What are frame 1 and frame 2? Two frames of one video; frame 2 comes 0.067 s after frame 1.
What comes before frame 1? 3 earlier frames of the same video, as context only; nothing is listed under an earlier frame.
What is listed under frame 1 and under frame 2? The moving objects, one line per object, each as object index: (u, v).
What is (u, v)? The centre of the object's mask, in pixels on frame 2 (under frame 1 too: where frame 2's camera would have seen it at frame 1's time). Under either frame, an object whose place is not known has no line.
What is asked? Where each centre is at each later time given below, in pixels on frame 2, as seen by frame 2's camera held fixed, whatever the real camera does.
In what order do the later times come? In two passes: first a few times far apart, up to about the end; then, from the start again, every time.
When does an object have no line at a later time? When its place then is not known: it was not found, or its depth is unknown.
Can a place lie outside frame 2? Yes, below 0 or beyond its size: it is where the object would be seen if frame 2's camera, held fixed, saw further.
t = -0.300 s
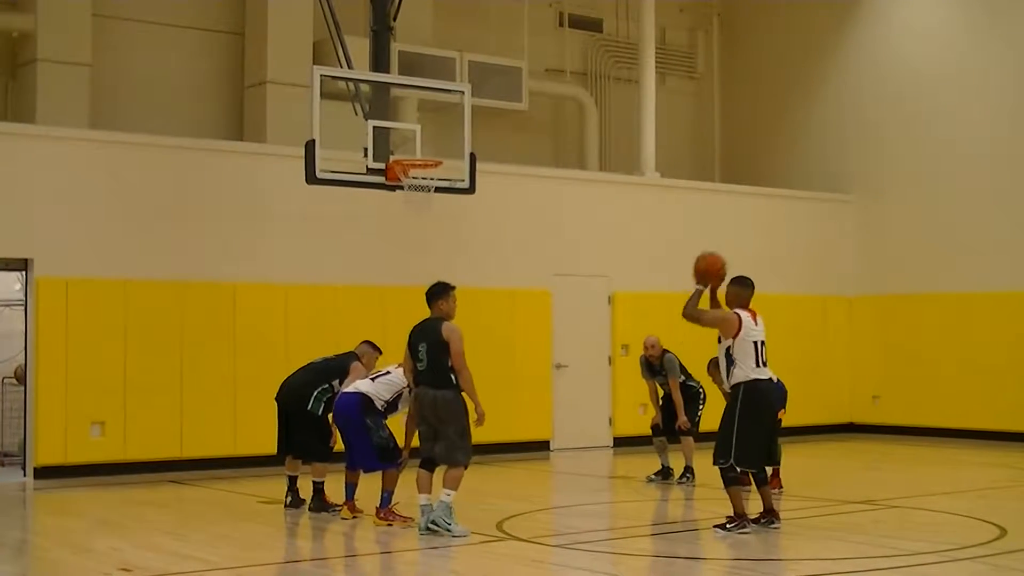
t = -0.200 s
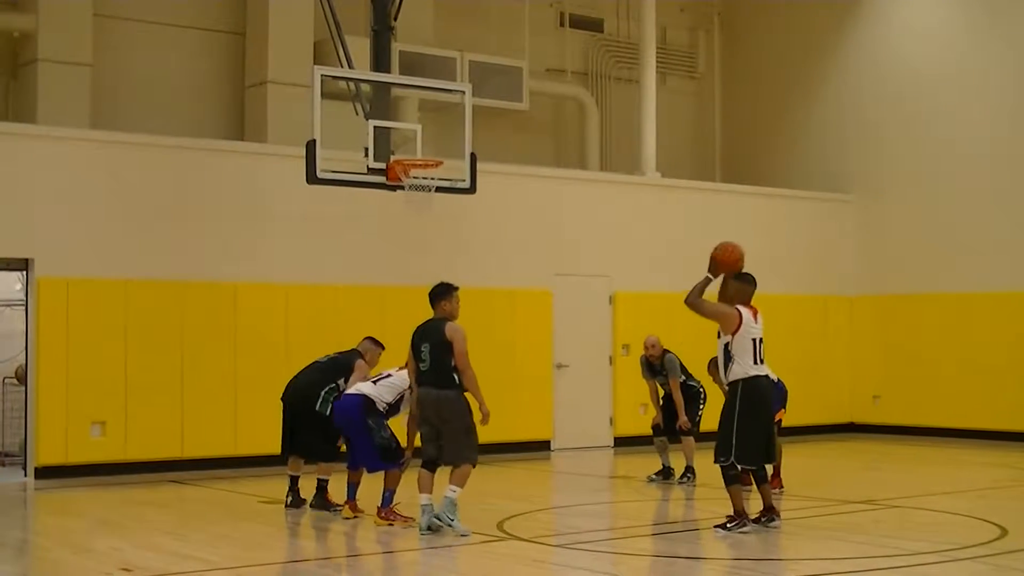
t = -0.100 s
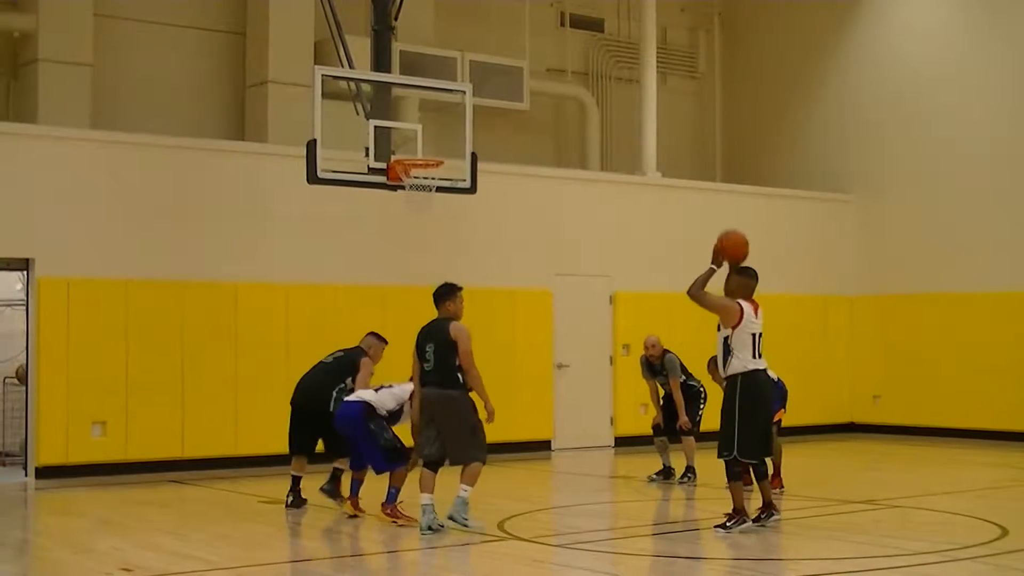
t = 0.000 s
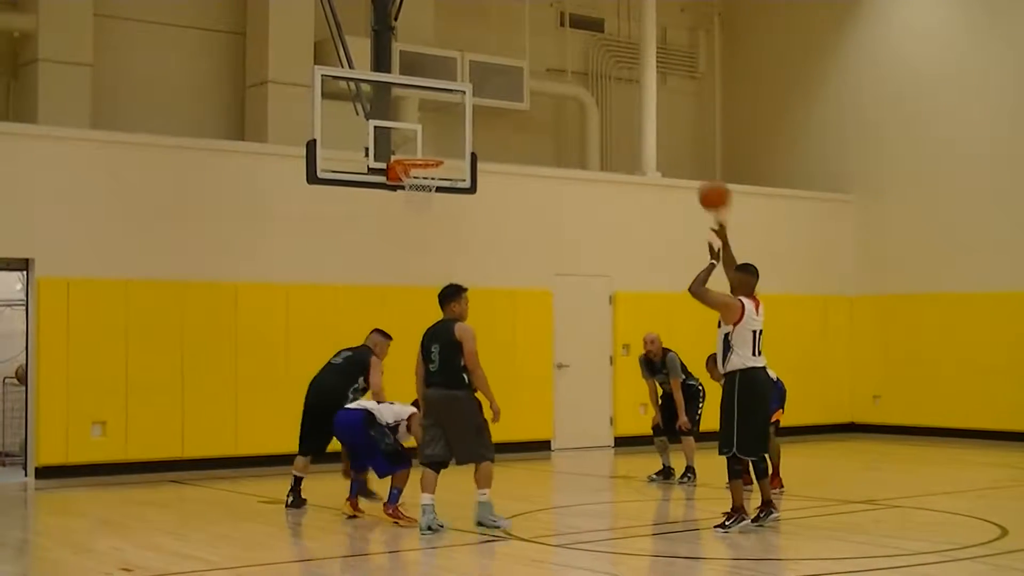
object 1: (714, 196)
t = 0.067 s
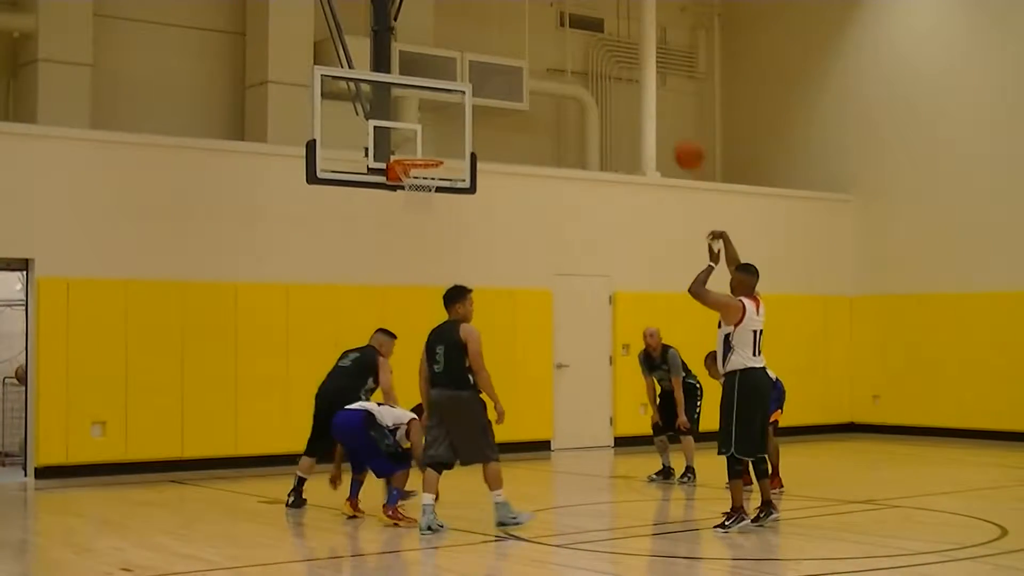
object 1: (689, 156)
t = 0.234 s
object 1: (631, 80)
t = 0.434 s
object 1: (570, 39)
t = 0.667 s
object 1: (505, 52)
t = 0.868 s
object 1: (455, 107)
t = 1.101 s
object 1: (417, 137)
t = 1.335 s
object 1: (407, 144)
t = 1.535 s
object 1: (425, 178)
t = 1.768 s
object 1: (428, 208)
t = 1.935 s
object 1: (428, 261)
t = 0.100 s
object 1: (677, 137)
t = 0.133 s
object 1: (666, 120)
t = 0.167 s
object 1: (654, 104)
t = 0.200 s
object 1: (643, 91)
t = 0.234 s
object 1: (631, 80)
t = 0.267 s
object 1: (621, 70)
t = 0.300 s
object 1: (610, 61)
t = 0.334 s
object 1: (599, 52)
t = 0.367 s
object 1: (590, 48)
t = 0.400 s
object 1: (580, 43)
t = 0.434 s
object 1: (570, 39)
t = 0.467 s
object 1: (560, 37)
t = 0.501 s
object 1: (551, 37)
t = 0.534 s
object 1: (542, 38)
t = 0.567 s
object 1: (532, 40)
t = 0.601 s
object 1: (522, 43)
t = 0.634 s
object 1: (513, 47)
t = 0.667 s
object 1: (505, 52)
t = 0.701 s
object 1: (496, 58)
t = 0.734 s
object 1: (488, 65)
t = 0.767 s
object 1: (479, 76)
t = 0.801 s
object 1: (472, 82)
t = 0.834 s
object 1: (463, 95)
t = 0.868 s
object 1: (455, 107)
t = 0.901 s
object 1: (446, 121)
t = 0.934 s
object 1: (439, 134)
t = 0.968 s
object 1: (432, 148)
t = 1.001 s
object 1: (428, 146)
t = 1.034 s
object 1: (424, 142)
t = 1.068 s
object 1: (421, 139)
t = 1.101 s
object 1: (417, 137)
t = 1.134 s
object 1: (413, 136)
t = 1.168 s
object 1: (409, 137)
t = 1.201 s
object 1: (405, 139)
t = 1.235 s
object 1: (402, 142)
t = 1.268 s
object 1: (402, 142)
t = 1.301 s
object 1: (403, 143)
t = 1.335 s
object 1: (407, 144)
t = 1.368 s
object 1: (409, 146)
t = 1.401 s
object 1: (413, 149)
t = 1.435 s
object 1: (415, 152)
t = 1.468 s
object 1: (418, 161)
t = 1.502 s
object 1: (421, 171)
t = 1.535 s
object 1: (425, 178)
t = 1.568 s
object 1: (427, 180)
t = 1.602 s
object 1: (427, 184)
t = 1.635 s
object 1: (427, 187)
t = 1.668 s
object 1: (426, 196)
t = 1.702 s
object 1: (427, 199)
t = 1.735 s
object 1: (428, 201)
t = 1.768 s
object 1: (428, 208)
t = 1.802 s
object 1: (428, 216)
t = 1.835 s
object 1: (428, 226)
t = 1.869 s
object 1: (428, 236)
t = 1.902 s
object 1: (428, 248)
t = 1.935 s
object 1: (428, 261)
